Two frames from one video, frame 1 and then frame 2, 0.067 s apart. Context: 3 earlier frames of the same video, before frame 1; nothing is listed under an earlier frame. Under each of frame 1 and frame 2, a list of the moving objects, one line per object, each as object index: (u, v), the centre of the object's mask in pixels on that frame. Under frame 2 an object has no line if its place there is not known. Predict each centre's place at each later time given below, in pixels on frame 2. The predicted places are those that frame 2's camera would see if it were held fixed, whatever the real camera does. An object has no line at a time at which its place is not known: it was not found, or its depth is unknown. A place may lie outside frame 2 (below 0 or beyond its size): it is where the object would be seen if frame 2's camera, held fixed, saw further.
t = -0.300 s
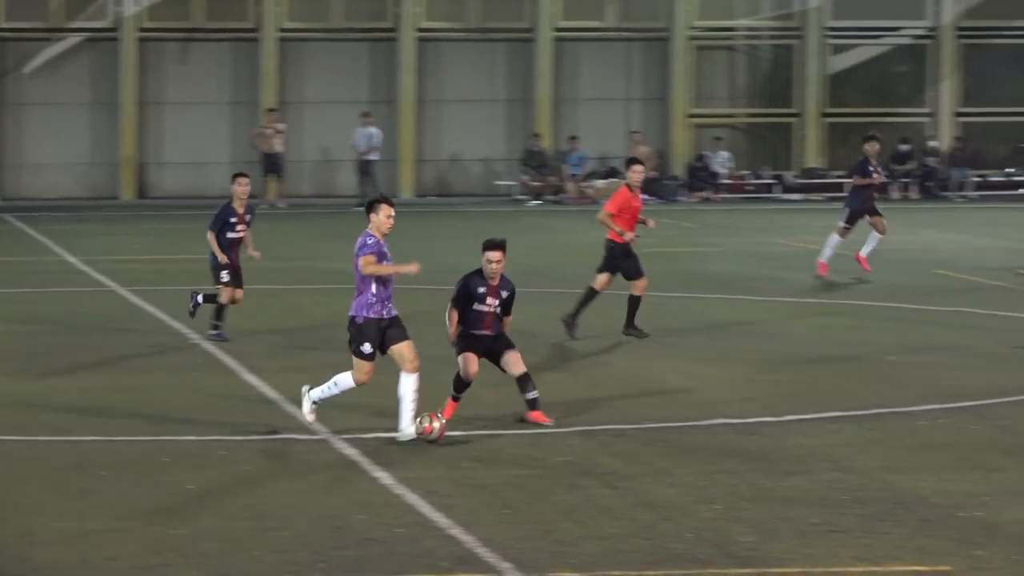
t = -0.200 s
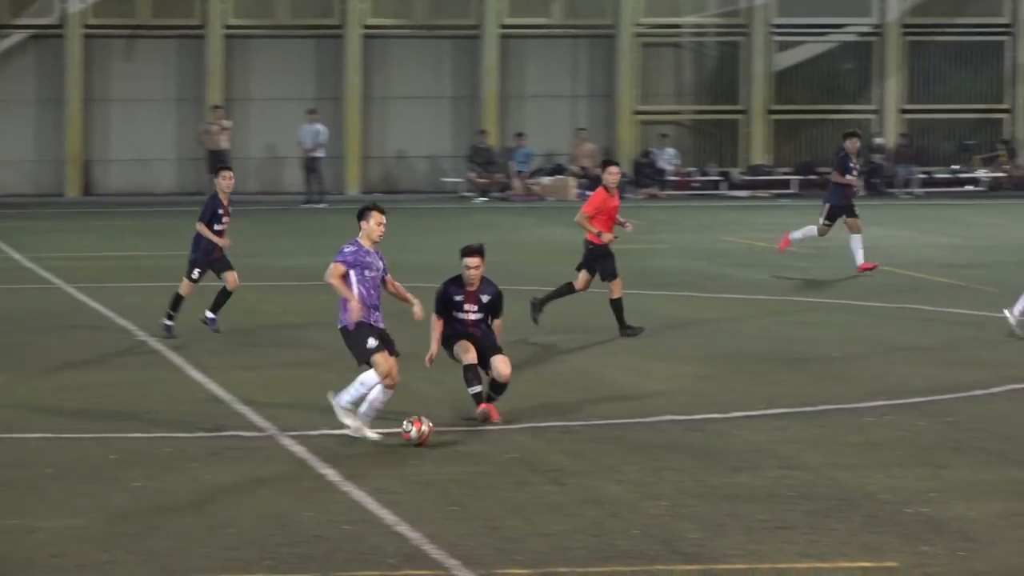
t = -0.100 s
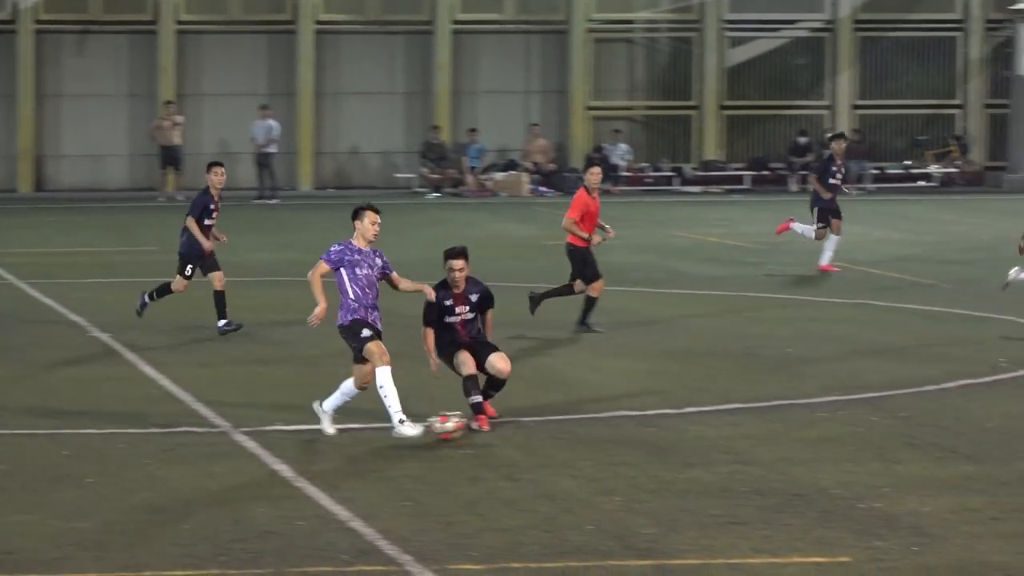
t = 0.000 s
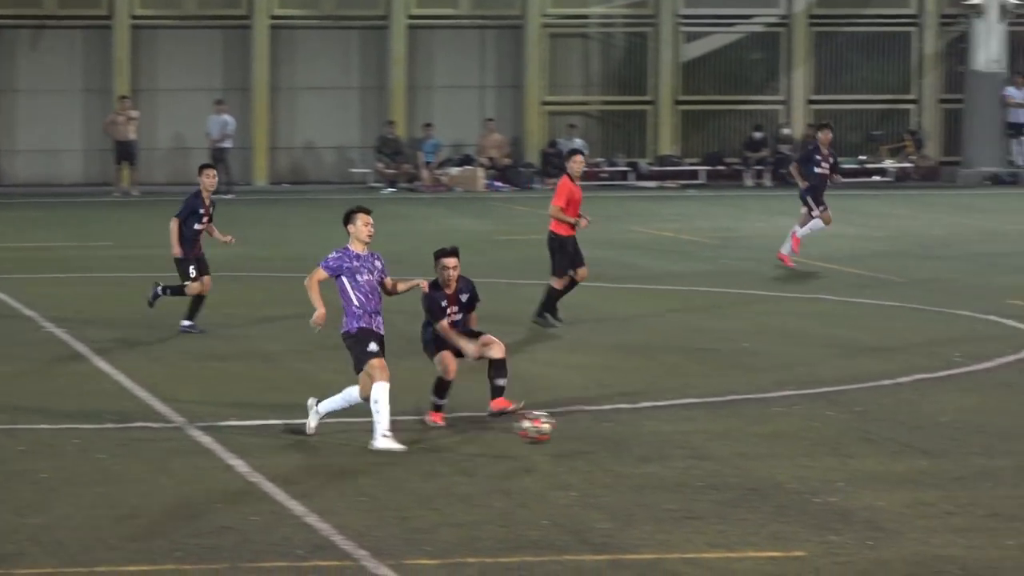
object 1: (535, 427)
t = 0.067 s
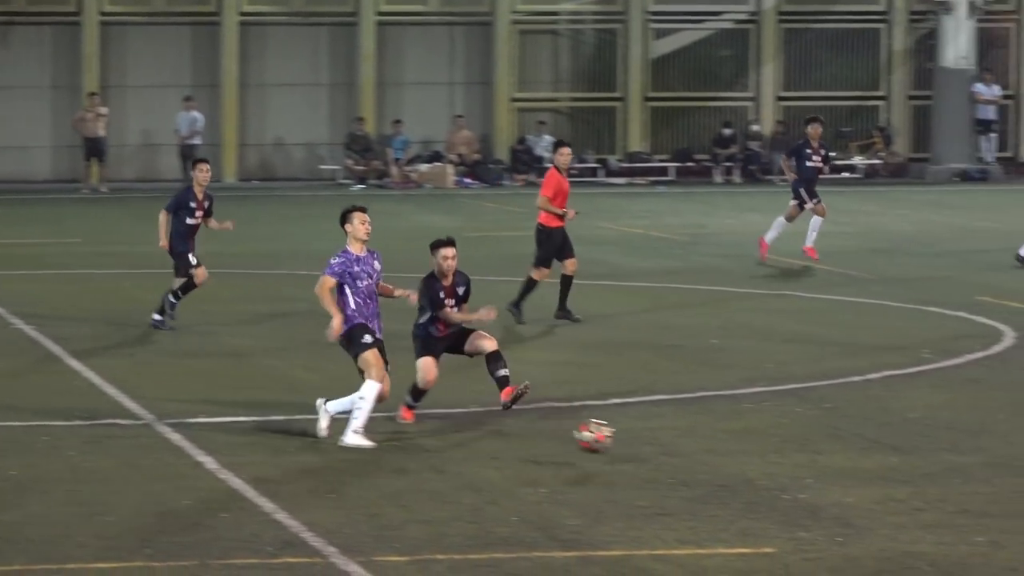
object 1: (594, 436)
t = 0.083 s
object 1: (618, 441)
